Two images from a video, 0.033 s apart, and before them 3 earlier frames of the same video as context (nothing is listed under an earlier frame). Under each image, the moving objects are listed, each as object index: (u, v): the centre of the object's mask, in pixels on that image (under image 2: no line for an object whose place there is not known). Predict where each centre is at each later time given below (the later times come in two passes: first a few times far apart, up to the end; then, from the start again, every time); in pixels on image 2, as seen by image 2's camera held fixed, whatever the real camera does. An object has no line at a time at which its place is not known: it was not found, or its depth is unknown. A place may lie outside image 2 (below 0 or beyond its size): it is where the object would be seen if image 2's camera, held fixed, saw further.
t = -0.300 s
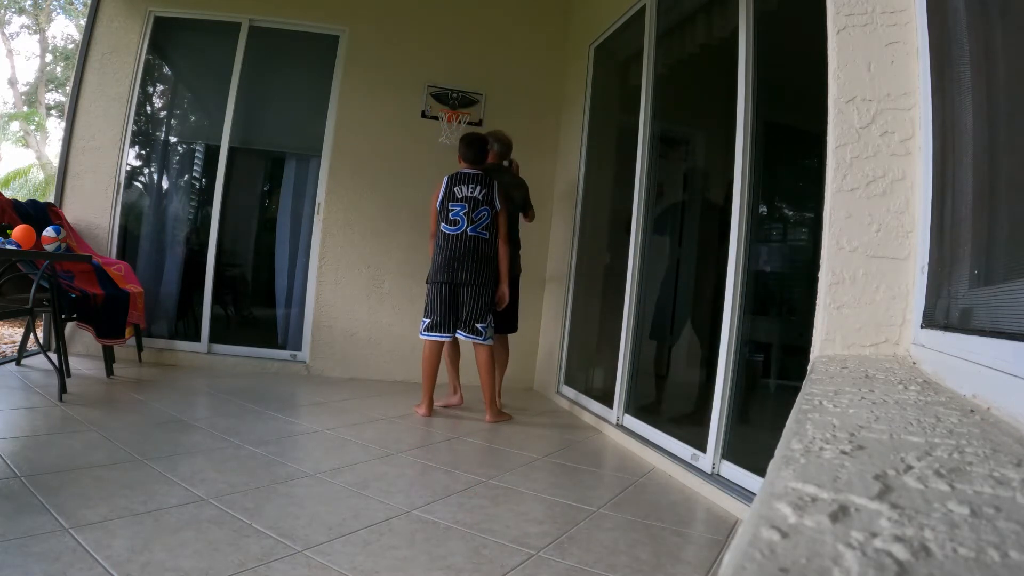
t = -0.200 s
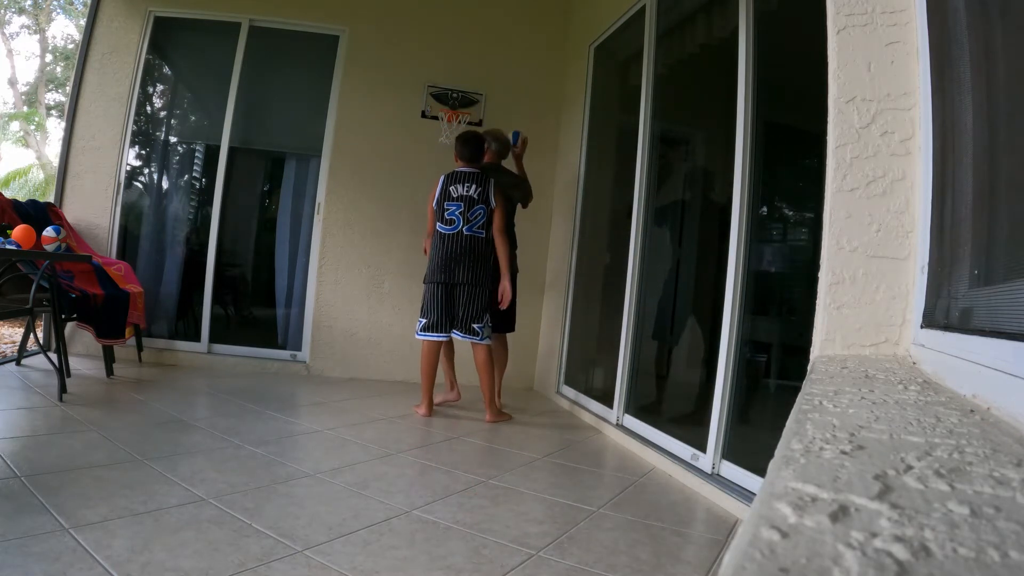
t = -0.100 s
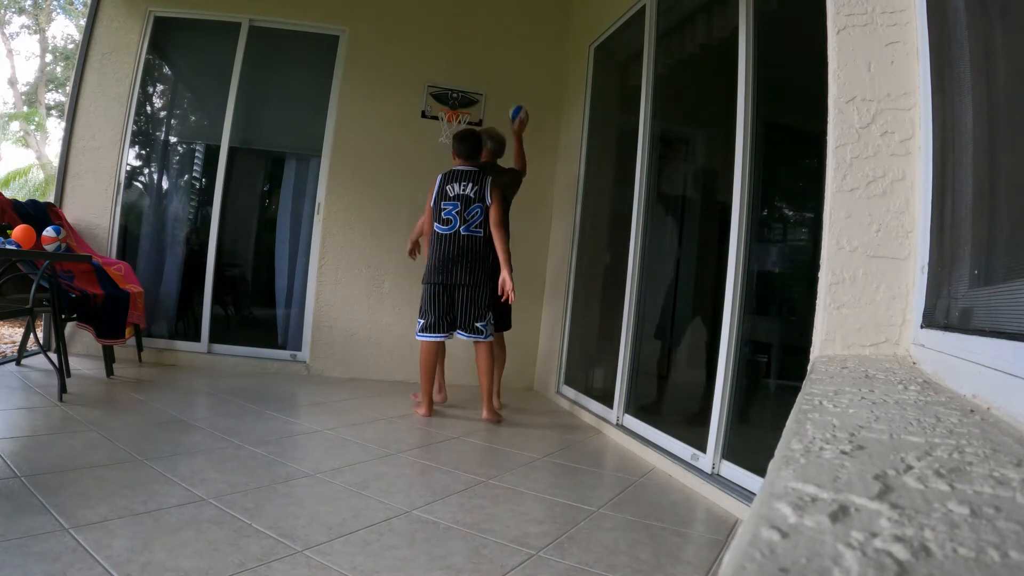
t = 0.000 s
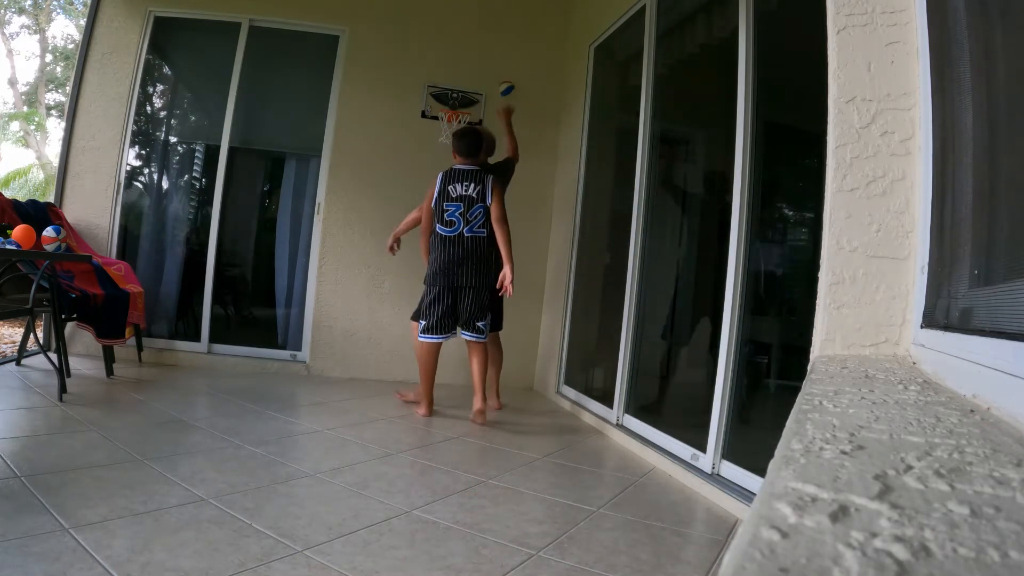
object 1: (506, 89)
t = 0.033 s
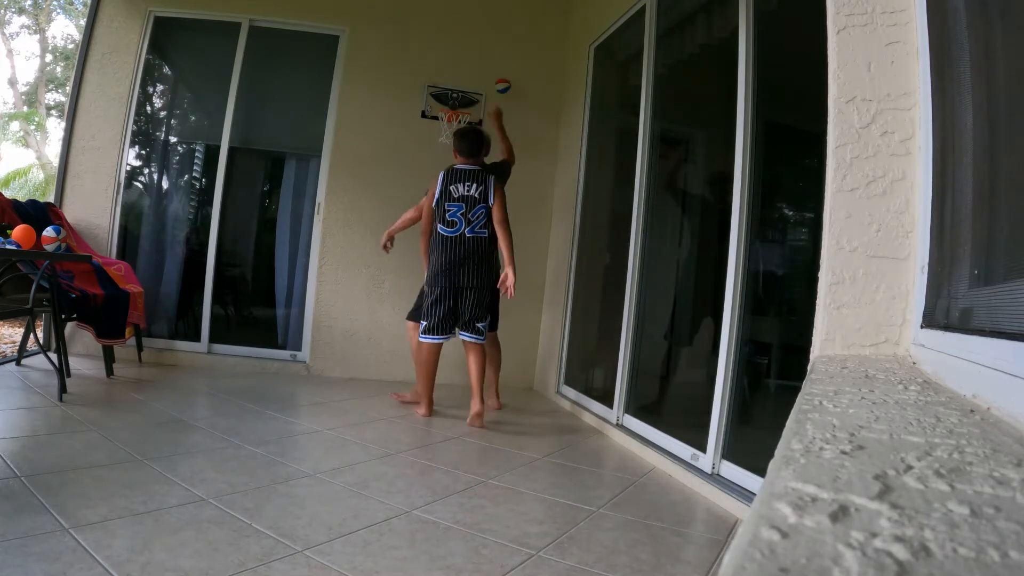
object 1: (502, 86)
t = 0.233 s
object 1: (526, 62)
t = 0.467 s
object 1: (566, 102)
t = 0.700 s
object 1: (624, 308)
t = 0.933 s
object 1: (711, 380)
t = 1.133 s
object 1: (808, 206)
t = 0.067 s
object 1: (500, 84)
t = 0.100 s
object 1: (506, 76)
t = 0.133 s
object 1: (510, 70)
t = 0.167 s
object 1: (516, 67)
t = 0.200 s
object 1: (521, 64)
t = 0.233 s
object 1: (526, 62)
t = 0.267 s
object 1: (531, 62)
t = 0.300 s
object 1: (537, 64)
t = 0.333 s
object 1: (543, 66)
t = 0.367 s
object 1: (548, 72)
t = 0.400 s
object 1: (554, 79)
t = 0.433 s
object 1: (560, 89)
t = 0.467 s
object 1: (566, 102)
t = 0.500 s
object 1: (573, 119)
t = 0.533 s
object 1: (581, 138)
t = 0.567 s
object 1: (589, 160)
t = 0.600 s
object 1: (598, 190)
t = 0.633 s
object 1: (606, 223)
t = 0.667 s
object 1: (615, 263)
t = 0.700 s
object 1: (624, 308)
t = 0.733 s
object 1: (637, 364)
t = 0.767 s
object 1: (643, 422)
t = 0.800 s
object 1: (651, 491)
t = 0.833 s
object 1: (663, 488)
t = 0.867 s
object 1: (681, 450)
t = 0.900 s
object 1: (696, 415)
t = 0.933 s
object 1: (711, 380)
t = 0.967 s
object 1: (728, 347)
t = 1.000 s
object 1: (746, 312)
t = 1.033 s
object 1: (762, 282)
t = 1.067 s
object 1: (779, 253)
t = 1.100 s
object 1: (796, 228)
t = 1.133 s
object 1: (808, 206)
